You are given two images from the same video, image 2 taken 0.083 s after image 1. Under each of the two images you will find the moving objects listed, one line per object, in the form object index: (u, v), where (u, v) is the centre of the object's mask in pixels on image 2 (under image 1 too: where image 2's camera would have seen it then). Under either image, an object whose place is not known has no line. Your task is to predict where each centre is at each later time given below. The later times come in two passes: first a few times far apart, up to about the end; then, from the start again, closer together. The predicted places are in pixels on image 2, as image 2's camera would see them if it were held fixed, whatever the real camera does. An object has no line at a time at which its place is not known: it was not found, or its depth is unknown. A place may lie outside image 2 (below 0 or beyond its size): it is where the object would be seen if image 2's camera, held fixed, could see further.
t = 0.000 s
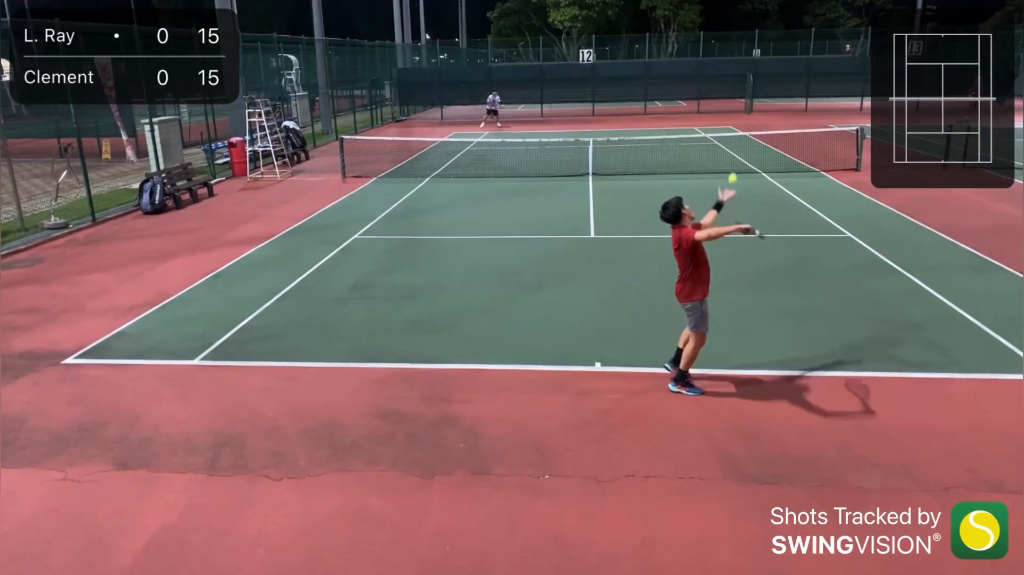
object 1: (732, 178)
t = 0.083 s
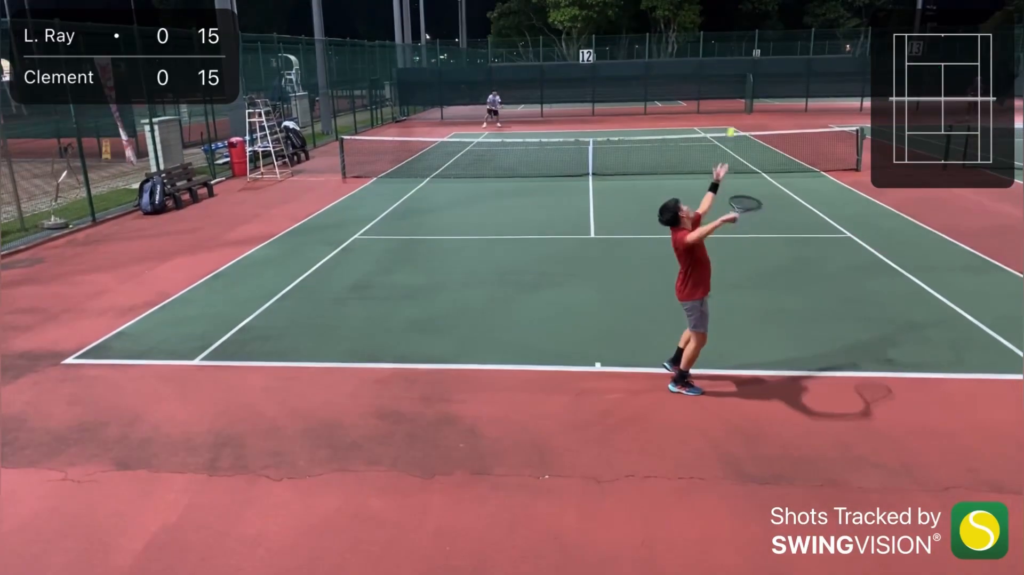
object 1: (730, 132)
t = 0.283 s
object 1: (727, 51)
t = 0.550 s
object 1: (717, 12)
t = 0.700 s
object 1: (710, 27)
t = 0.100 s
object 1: (731, 124)
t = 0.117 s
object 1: (731, 116)
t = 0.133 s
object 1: (730, 108)
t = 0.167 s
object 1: (730, 94)
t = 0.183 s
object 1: (730, 87)
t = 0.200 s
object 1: (729, 80)
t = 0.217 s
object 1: (729, 74)
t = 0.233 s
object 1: (728, 68)
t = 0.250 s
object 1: (728, 62)
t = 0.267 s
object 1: (728, 56)
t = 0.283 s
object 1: (727, 51)
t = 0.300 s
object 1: (727, 46)
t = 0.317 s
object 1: (726, 42)
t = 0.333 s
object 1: (725, 38)
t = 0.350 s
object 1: (725, 34)
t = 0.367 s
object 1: (724, 30)
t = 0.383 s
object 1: (724, 27)
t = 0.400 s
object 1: (723, 24)
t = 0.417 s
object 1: (722, 21)
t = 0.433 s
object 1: (722, 19)
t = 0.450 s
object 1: (721, 17)
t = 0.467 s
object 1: (721, 16)
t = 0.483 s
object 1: (720, 14)
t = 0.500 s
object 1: (719, 13)
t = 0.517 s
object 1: (719, 13)
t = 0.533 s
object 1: (718, 12)
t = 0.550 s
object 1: (717, 12)
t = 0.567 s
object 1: (716, 13)
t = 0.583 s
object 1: (716, 13)
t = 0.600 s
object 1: (715, 14)
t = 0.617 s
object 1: (714, 16)
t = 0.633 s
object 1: (713, 17)
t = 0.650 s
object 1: (712, 19)
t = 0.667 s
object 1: (712, 21)
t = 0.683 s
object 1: (711, 24)
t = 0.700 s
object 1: (710, 27)
